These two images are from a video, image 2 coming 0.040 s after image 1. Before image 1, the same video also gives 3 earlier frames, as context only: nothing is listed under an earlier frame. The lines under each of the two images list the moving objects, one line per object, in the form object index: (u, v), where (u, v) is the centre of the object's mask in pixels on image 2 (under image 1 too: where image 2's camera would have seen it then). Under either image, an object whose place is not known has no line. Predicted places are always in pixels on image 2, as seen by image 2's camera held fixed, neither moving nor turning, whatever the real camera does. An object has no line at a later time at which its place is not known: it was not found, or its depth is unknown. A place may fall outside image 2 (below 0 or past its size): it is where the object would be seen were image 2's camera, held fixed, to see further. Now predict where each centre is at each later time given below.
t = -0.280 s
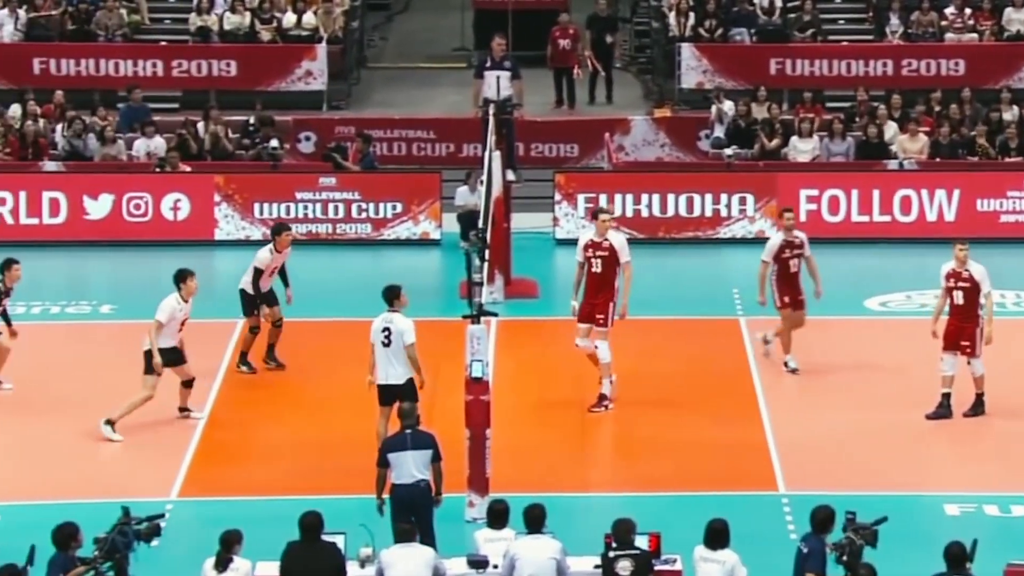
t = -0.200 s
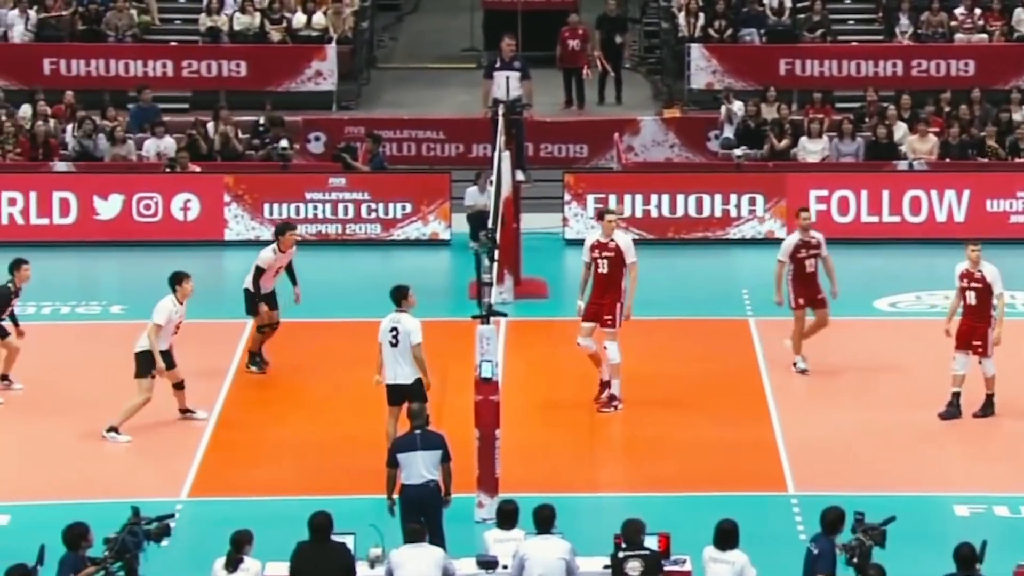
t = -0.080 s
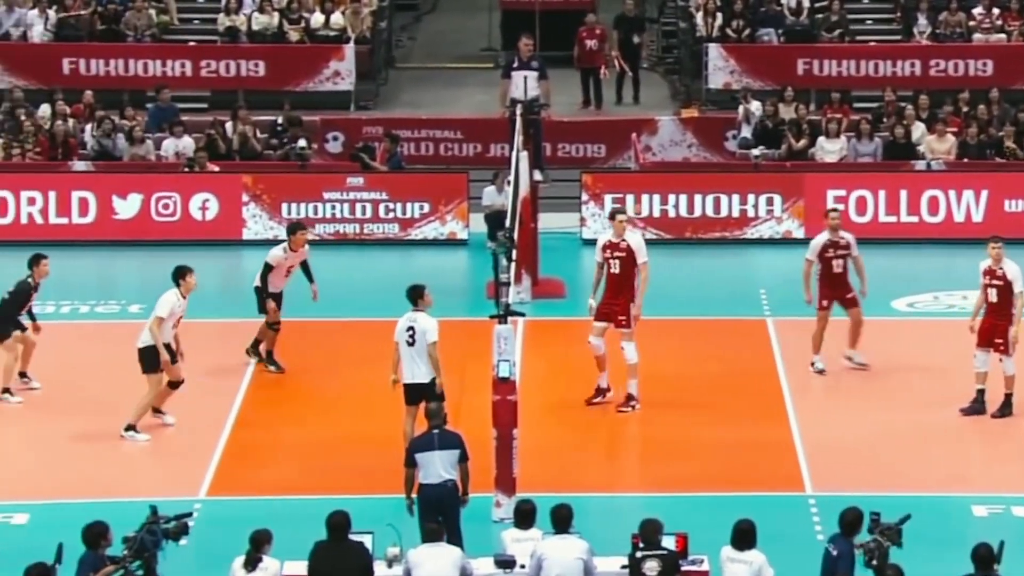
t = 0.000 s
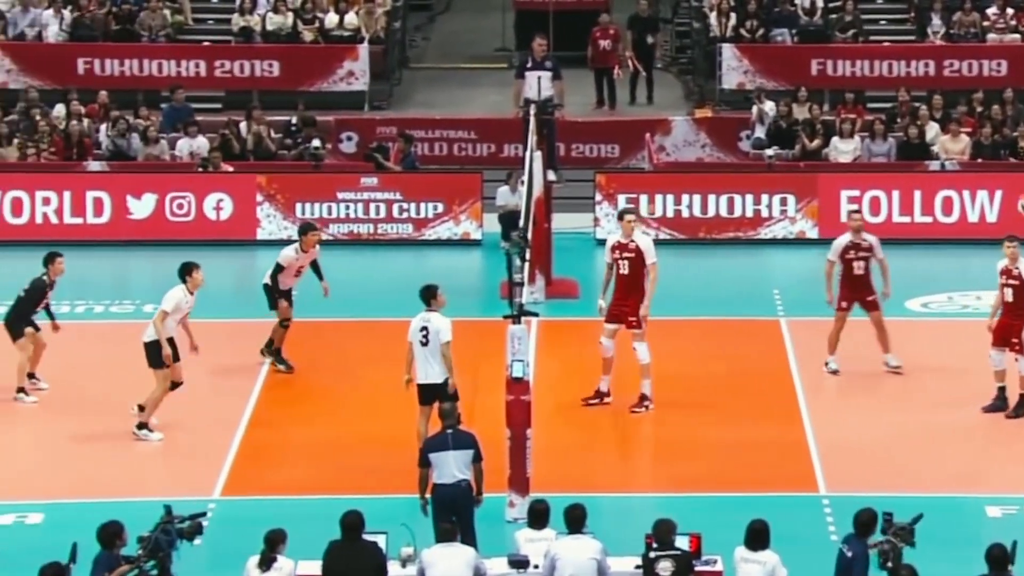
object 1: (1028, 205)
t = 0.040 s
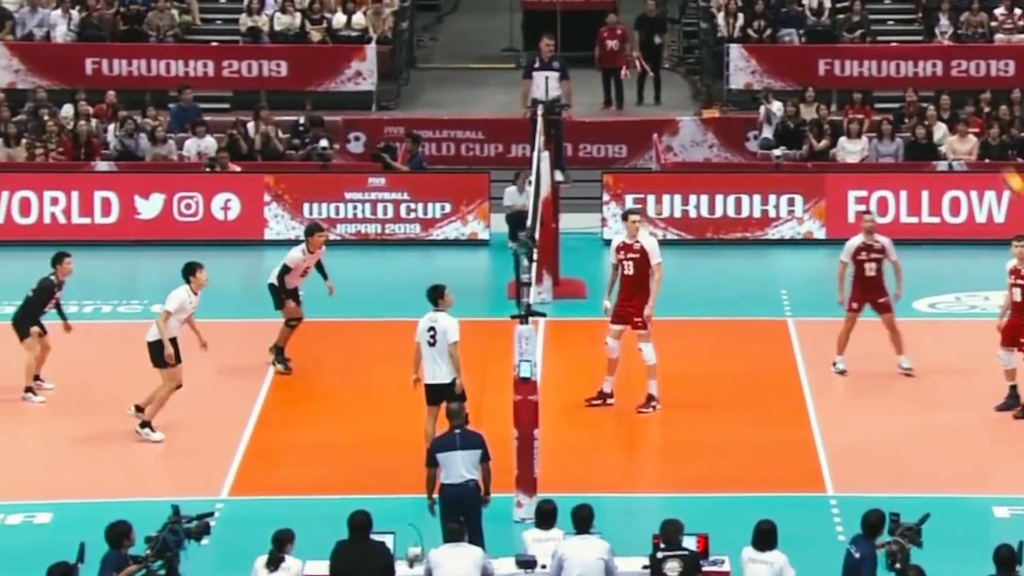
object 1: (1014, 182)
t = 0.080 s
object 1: (989, 160)
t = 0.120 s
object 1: (970, 141)
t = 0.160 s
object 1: (944, 121)
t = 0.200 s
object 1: (921, 104)
